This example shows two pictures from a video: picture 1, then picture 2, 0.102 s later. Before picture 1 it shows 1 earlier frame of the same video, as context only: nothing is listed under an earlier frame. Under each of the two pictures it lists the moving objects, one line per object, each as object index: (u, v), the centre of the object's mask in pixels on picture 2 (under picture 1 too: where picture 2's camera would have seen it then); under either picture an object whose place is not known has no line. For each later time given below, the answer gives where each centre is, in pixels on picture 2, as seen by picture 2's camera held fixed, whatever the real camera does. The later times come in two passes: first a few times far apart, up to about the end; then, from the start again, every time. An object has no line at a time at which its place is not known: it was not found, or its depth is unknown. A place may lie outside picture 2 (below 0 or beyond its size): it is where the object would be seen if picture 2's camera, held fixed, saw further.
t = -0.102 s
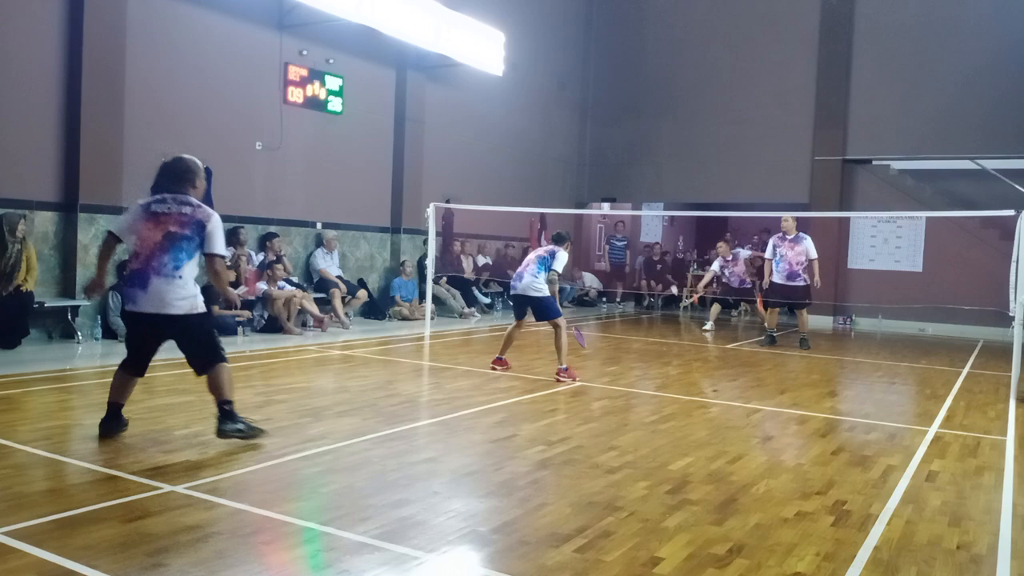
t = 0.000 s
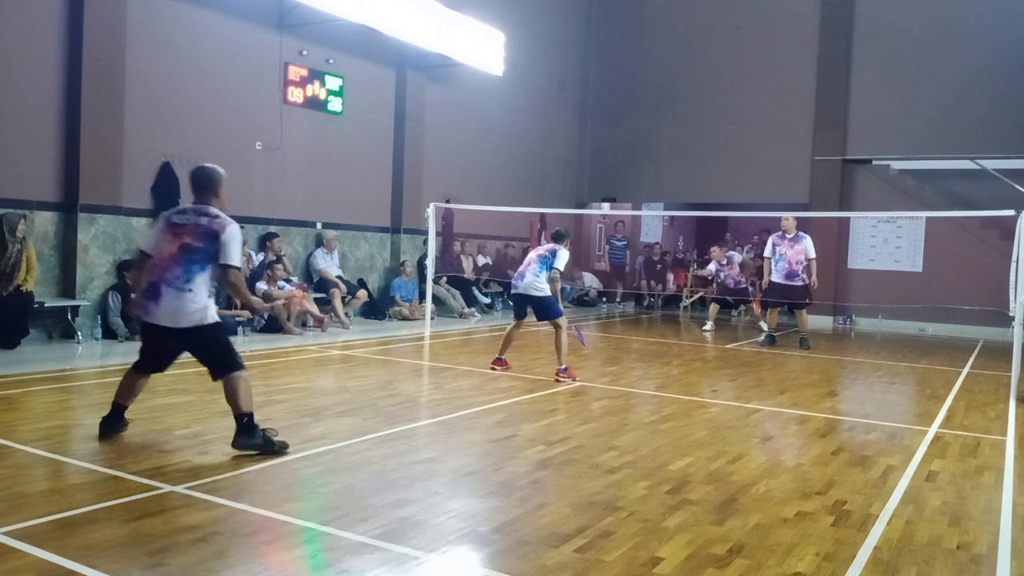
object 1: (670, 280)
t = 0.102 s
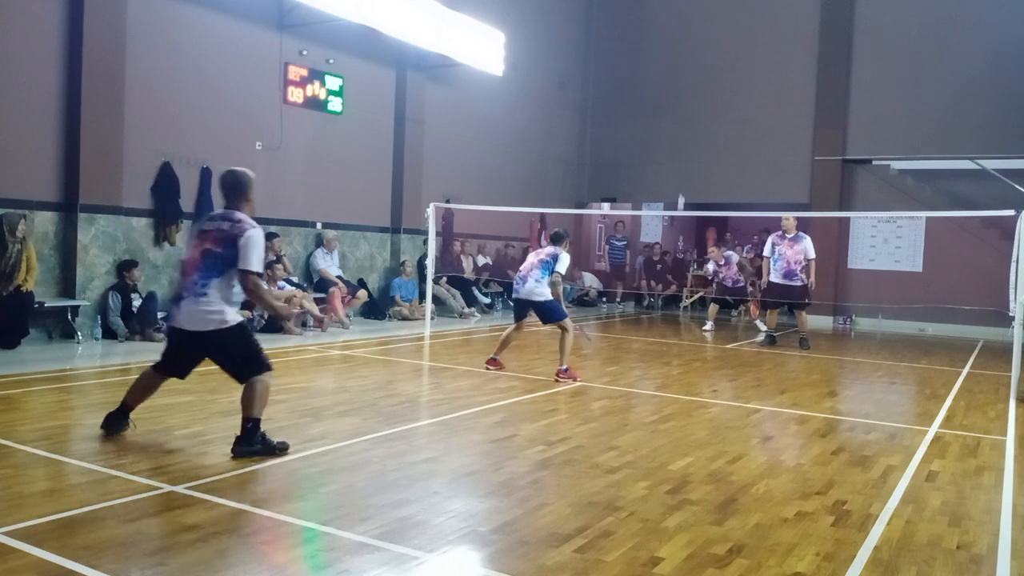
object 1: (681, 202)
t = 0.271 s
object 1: (694, 115)
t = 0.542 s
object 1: (712, 39)
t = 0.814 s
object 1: (728, 38)
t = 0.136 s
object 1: (683, 183)
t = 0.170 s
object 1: (685, 163)
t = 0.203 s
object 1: (688, 145)
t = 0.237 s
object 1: (691, 130)
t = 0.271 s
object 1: (694, 115)
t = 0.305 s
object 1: (697, 101)
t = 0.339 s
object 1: (699, 89)
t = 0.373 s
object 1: (701, 77)
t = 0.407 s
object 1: (703, 68)
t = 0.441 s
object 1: (706, 59)
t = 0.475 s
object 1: (708, 51)
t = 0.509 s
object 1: (710, 44)
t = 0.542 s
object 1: (712, 39)
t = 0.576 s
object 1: (714, 34)
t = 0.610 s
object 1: (717, 31)
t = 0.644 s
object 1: (718, 30)
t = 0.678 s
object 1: (720, 29)
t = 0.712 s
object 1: (722, 29)
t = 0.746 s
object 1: (724, 30)
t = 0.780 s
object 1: (726, 33)
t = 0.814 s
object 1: (728, 38)
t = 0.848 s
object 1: (730, 44)
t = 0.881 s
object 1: (731, 51)
